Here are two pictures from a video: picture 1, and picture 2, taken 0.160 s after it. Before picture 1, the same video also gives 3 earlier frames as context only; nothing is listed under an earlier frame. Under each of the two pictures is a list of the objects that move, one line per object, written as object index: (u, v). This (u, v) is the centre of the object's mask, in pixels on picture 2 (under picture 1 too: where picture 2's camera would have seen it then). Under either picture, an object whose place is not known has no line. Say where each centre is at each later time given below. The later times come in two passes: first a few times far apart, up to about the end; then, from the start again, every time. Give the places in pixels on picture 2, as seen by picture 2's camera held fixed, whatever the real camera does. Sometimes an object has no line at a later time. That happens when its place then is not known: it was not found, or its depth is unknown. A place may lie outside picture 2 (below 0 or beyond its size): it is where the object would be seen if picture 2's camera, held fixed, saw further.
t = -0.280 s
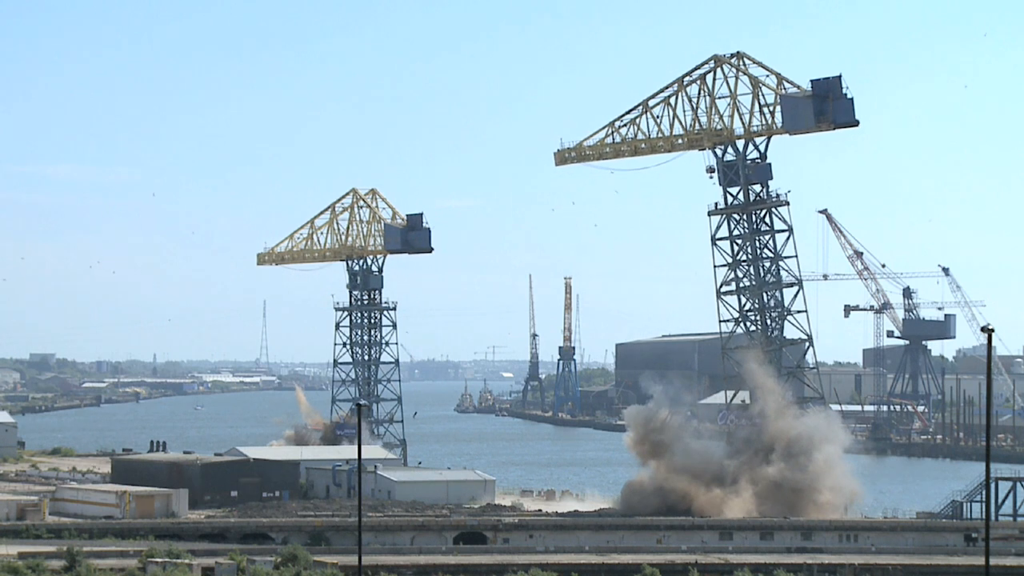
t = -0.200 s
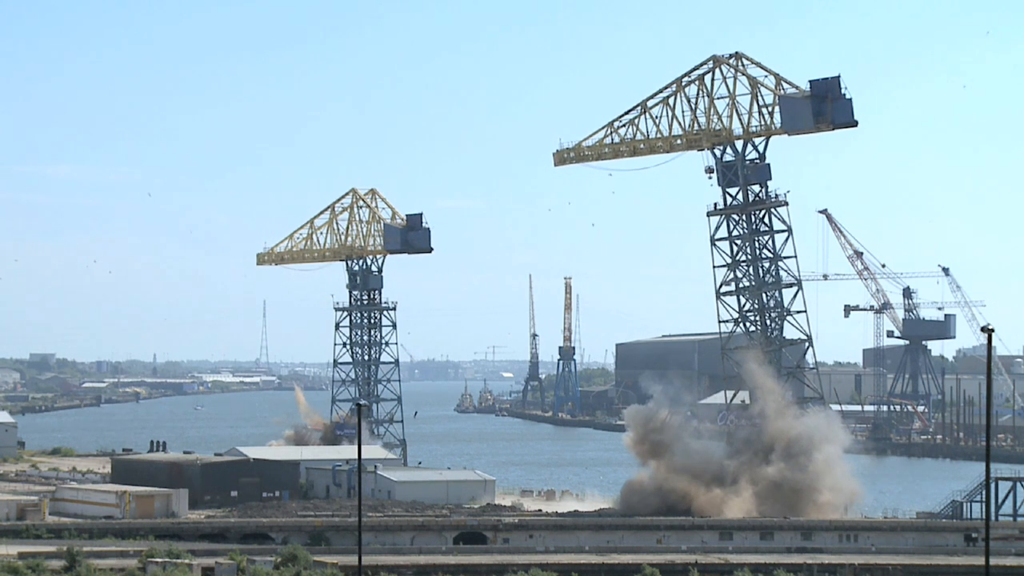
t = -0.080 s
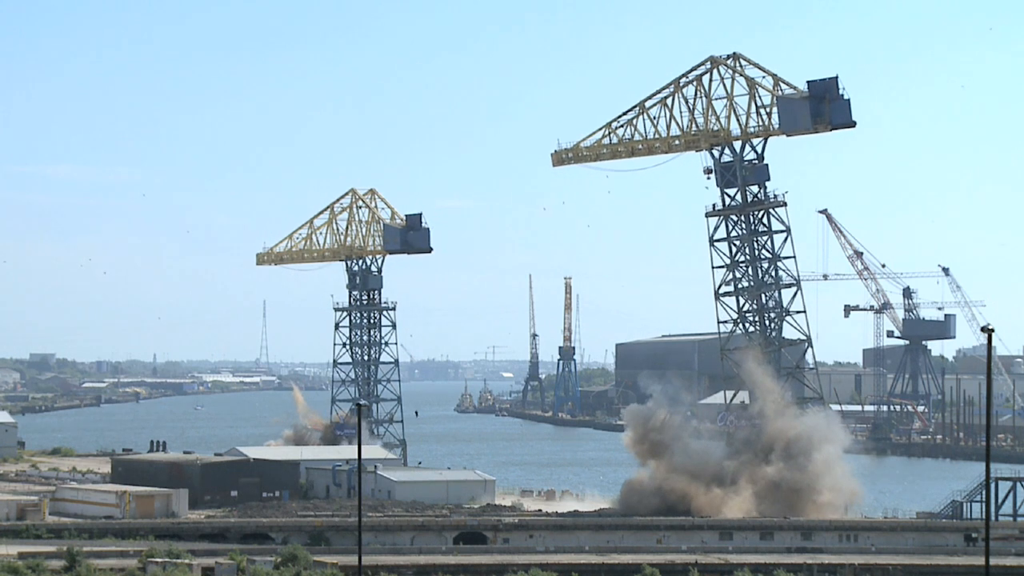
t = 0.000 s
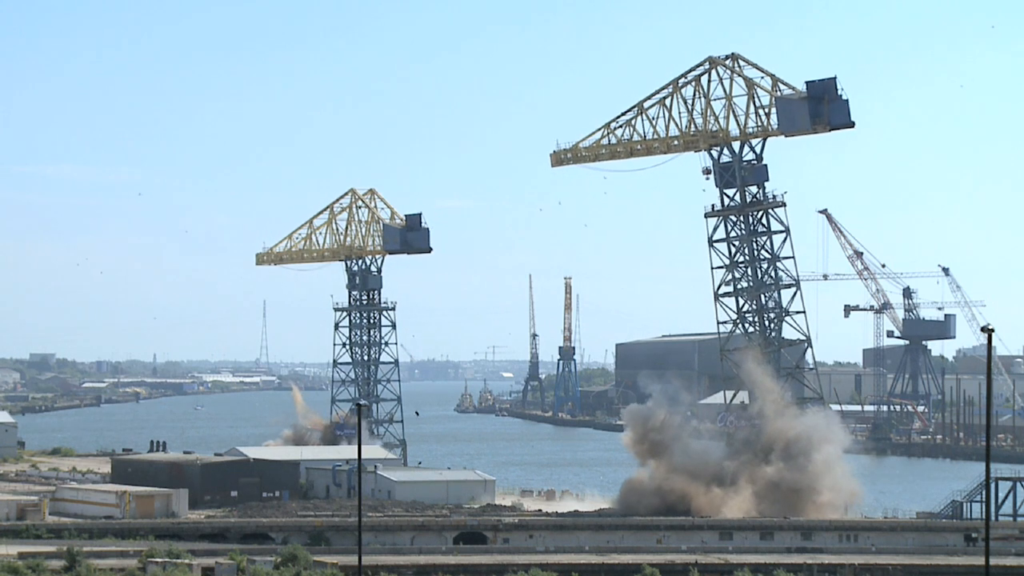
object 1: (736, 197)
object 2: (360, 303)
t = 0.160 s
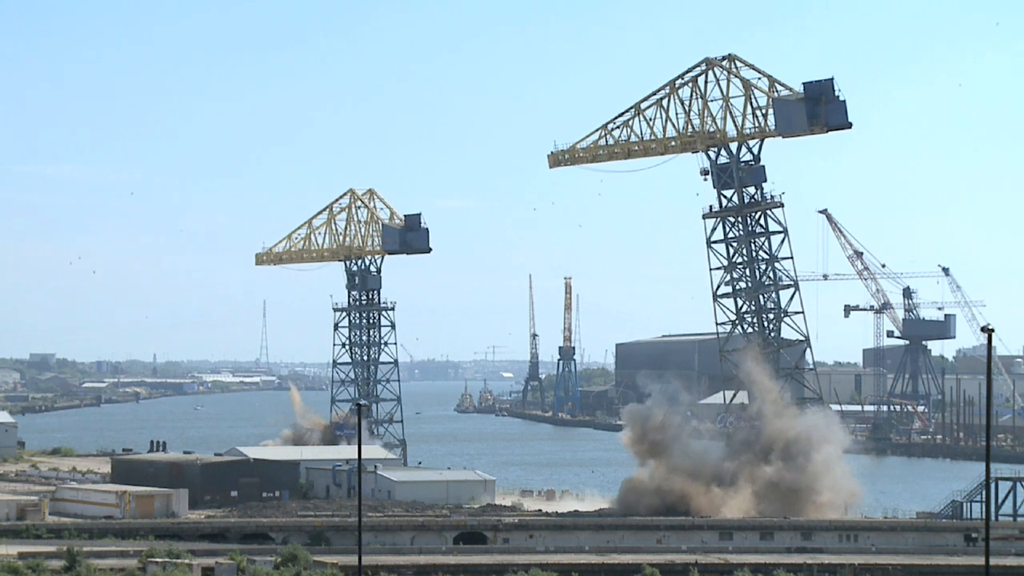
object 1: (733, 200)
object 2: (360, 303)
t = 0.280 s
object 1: (732, 201)
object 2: (359, 303)
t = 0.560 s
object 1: (728, 202)
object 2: (358, 303)
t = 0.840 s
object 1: (723, 203)
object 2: (357, 304)
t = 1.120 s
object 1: (719, 205)
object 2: (356, 304)
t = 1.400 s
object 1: (715, 207)
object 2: (355, 305)
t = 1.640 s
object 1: (711, 212)
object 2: (353, 305)
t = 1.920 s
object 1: (707, 215)
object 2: (352, 306)
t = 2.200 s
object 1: (701, 218)
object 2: (350, 306)
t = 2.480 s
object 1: (696, 220)
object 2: (348, 307)
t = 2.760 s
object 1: (687, 219)
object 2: (346, 307)
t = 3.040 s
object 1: (680, 221)
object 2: (344, 307)
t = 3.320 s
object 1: (673, 223)
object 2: (342, 308)
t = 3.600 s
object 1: (667, 228)
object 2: (340, 306)
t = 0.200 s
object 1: (733, 199)
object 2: (360, 303)
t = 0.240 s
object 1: (732, 200)
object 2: (360, 303)
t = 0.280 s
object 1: (732, 201)
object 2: (359, 303)
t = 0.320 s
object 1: (731, 201)
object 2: (359, 303)
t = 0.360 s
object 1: (731, 201)
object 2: (359, 303)
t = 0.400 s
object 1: (730, 201)
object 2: (359, 303)
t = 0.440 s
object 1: (729, 201)
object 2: (359, 303)
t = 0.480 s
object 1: (729, 201)
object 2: (359, 303)
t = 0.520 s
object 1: (728, 201)
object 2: (358, 303)
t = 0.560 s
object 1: (728, 202)
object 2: (358, 303)
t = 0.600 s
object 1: (727, 202)
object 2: (358, 303)
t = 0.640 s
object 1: (726, 201)
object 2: (358, 304)
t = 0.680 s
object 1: (726, 202)
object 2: (358, 304)
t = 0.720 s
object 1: (725, 202)
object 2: (358, 304)
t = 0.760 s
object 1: (725, 202)
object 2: (357, 304)
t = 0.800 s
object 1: (724, 202)
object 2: (357, 304)
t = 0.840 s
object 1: (723, 203)
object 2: (357, 304)
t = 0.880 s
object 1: (723, 203)
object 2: (357, 304)
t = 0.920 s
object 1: (722, 203)
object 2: (357, 304)
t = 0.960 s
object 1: (721, 203)
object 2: (356, 304)
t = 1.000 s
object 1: (721, 204)
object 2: (356, 304)
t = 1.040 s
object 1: (720, 204)
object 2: (356, 304)
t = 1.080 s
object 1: (720, 205)
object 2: (356, 304)
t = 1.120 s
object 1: (719, 205)
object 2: (356, 304)
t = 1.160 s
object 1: (719, 206)
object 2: (356, 303)
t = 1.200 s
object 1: (718, 206)
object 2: (355, 304)
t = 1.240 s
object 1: (717, 206)
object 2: (355, 304)
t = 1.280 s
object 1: (717, 207)
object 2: (355, 304)
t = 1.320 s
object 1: (716, 207)
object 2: (355, 304)
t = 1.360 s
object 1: (715, 207)
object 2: (355, 304)
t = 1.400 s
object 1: (715, 207)
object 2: (355, 305)
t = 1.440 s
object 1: (714, 208)
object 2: (354, 303)
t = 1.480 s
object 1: (714, 209)
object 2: (354, 305)
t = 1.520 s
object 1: (713, 210)
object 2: (354, 305)
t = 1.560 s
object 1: (712, 211)
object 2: (354, 305)
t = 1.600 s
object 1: (712, 211)
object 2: (353, 305)
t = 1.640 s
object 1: (711, 212)
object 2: (353, 305)
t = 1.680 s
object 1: (710, 212)
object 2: (353, 306)
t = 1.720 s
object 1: (710, 212)
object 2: (353, 306)
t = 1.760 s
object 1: (709, 212)
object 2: (353, 306)
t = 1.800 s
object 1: (708, 213)
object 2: (352, 306)
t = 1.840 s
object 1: (708, 214)
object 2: (352, 306)
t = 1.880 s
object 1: (707, 215)
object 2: (352, 306)
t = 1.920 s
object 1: (707, 215)
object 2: (352, 306)
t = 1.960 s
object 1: (706, 216)
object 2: (351, 306)
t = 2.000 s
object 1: (705, 216)
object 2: (351, 306)
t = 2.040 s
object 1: (704, 216)
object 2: (351, 306)
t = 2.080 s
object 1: (704, 216)
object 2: (351, 306)
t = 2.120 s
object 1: (703, 217)
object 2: (350, 306)
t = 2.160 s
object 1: (702, 217)
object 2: (350, 306)
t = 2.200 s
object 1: (701, 218)
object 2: (350, 306)
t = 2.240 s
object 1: (701, 218)
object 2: (350, 306)
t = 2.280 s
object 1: (700, 219)
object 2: (349, 306)
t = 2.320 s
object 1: (699, 219)
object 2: (349, 306)
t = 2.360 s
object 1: (699, 221)
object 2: (349, 307)
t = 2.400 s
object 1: (698, 219)
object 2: (349, 306)
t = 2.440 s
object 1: (697, 220)
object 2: (348, 306)
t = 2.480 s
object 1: (696, 220)
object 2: (348, 307)
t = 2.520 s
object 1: (695, 220)
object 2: (348, 306)
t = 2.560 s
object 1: (694, 221)
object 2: (348, 307)
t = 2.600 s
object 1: (694, 221)
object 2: (347, 307)
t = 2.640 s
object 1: (689, 218)
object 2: (347, 307)
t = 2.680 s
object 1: (689, 218)
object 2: (347, 307)
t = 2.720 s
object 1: (688, 218)
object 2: (347, 307)
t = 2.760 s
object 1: (687, 219)
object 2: (346, 307)
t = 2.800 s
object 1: (686, 219)
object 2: (346, 307)
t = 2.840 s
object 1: (685, 219)
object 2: (346, 307)
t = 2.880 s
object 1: (684, 219)
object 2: (345, 307)
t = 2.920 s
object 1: (683, 220)
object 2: (345, 307)
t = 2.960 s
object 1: (682, 220)
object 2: (345, 307)
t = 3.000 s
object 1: (681, 220)
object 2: (345, 307)
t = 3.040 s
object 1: (680, 221)
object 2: (344, 307)
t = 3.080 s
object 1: (679, 221)
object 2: (344, 308)
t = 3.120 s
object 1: (678, 221)
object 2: (344, 307)
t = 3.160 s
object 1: (677, 222)
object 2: (343, 307)
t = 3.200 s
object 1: (676, 222)
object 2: (343, 308)
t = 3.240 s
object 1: (675, 223)
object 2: (343, 308)
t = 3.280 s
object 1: (674, 223)
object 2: (343, 308)
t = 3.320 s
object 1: (673, 223)
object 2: (342, 308)
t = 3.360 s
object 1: (673, 224)
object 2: (342, 308)
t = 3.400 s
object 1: (672, 224)
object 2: (342, 308)
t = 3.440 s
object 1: (671, 225)
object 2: (341, 308)
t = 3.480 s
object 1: (670, 225)
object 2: (341, 308)
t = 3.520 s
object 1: (669, 226)
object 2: (341, 308)
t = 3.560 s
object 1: (668, 227)
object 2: (340, 309)
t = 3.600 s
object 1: (667, 228)
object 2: (340, 306)
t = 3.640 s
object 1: (666, 228)
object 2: (340, 306)
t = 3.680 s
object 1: (666, 229)
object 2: (339, 306)
